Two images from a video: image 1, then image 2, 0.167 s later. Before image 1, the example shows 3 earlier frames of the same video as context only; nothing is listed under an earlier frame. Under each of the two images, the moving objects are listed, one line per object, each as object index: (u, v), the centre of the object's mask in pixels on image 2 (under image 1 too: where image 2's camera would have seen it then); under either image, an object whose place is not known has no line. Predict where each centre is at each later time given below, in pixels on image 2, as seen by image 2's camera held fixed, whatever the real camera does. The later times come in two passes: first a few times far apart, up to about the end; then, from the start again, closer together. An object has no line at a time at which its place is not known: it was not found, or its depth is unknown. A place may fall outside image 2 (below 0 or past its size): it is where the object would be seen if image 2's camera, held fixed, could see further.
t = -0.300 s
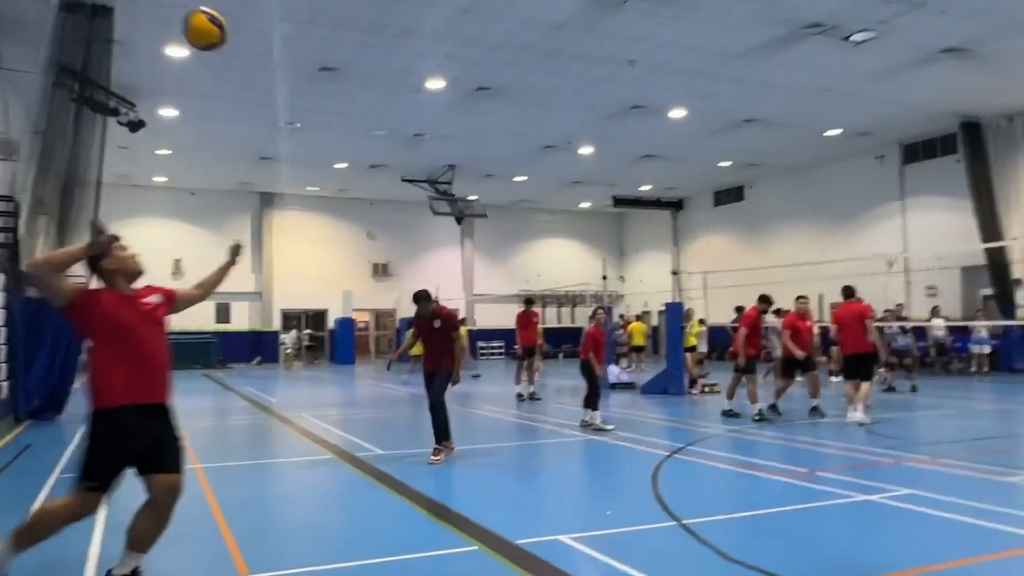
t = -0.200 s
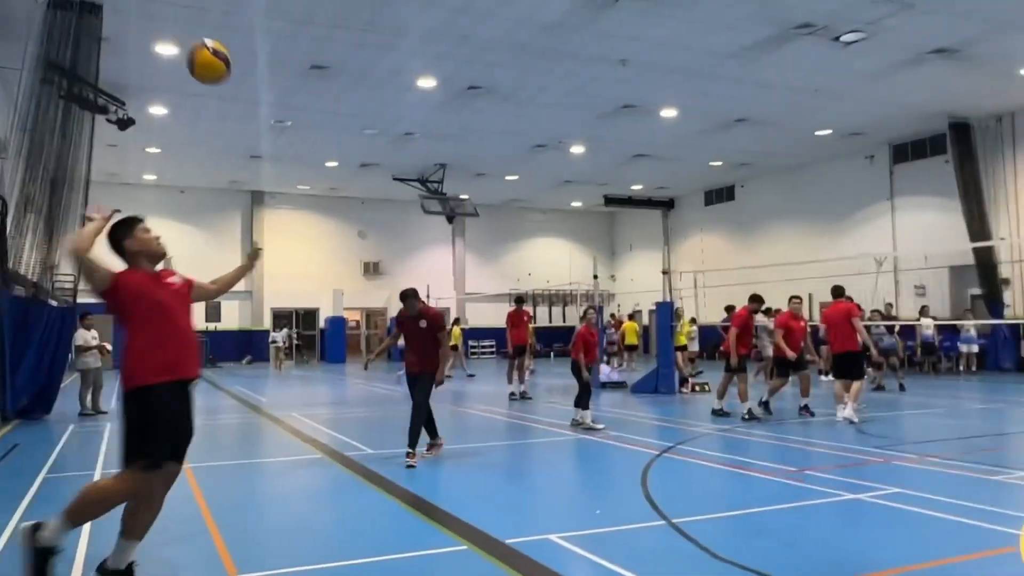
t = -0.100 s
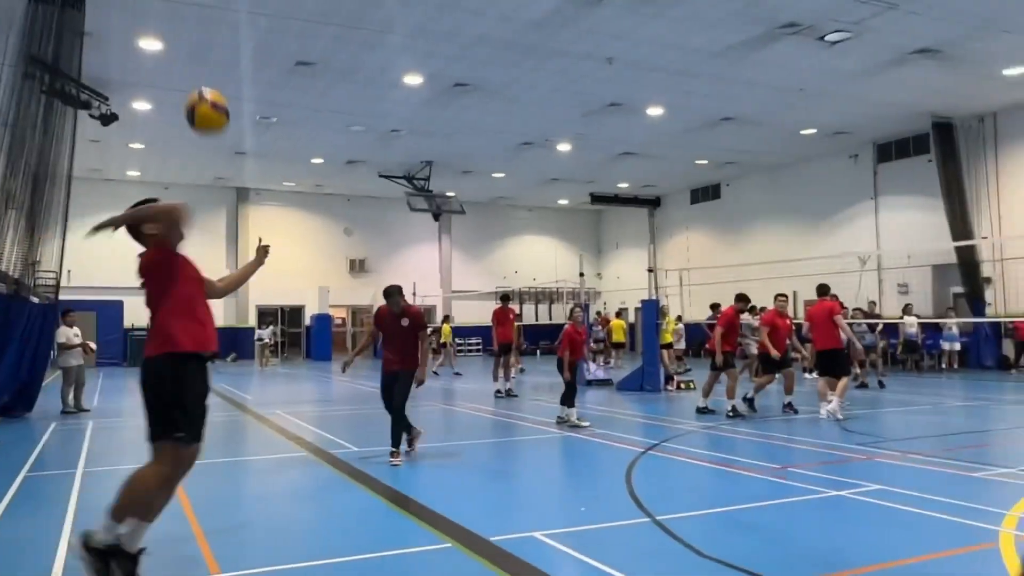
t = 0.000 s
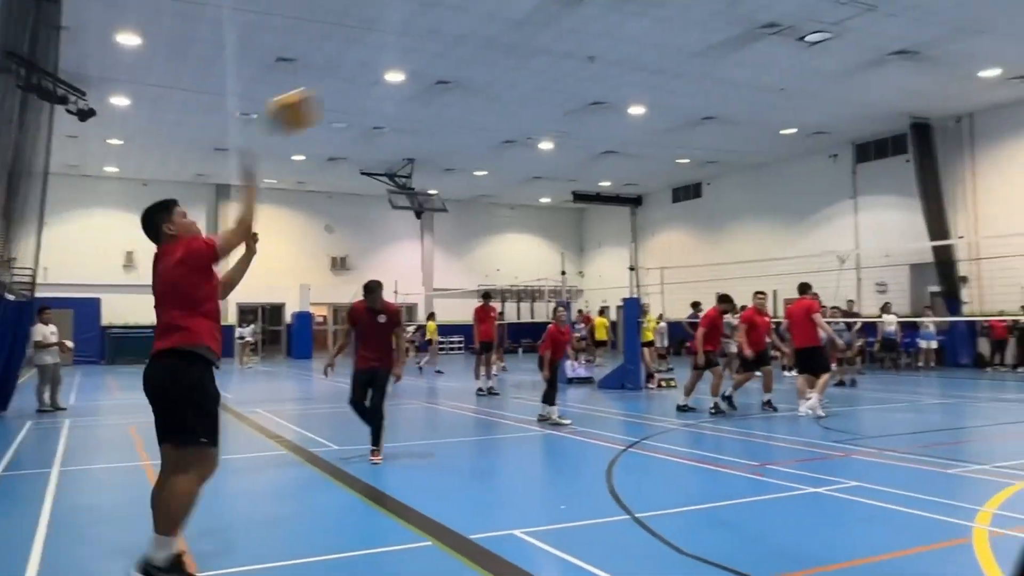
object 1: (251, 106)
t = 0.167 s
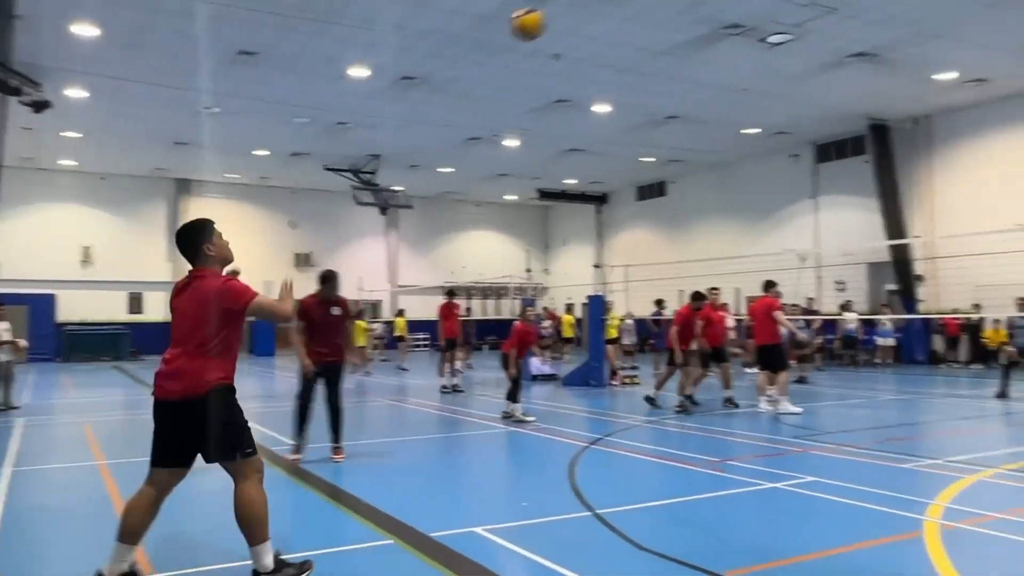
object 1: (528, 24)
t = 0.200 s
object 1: (567, 16)
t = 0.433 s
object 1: (760, 17)
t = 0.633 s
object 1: (854, 56)
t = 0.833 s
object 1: (916, 114)
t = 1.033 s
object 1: (963, 187)
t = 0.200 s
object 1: (567, 16)
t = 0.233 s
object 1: (604, 13)
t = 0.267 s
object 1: (636, 11)
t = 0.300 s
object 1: (665, 10)
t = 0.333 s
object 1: (692, 10)
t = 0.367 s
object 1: (717, 11)
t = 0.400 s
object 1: (739, 13)
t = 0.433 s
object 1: (760, 17)
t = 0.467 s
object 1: (778, 22)
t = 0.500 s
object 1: (795, 27)
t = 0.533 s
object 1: (812, 33)
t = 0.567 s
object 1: (827, 40)
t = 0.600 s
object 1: (841, 48)
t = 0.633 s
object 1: (854, 56)
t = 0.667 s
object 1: (865, 64)
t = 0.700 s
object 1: (877, 73)
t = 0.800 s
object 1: (908, 104)
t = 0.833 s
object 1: (916, 114)
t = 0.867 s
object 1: (923, 124)
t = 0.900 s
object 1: (933, 137)
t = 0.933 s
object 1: (941, 149)
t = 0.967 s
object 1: (949, 161)
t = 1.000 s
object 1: (956, 174)
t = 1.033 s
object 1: (963, 187)
